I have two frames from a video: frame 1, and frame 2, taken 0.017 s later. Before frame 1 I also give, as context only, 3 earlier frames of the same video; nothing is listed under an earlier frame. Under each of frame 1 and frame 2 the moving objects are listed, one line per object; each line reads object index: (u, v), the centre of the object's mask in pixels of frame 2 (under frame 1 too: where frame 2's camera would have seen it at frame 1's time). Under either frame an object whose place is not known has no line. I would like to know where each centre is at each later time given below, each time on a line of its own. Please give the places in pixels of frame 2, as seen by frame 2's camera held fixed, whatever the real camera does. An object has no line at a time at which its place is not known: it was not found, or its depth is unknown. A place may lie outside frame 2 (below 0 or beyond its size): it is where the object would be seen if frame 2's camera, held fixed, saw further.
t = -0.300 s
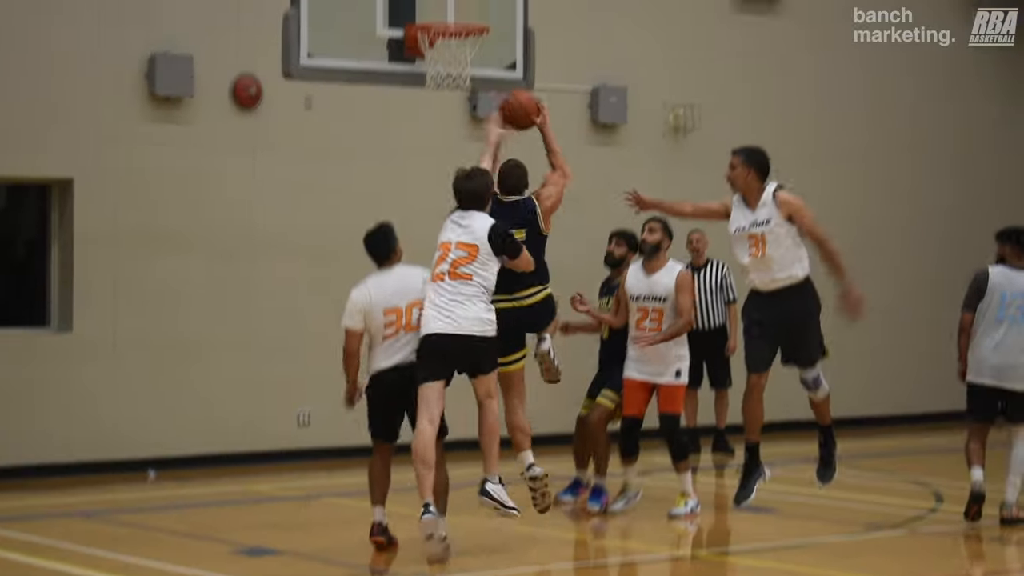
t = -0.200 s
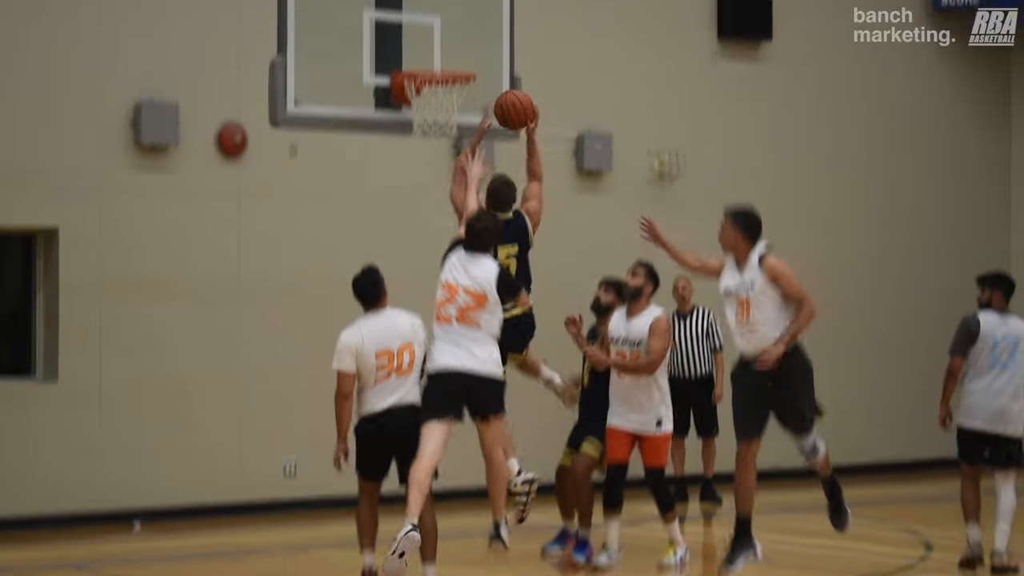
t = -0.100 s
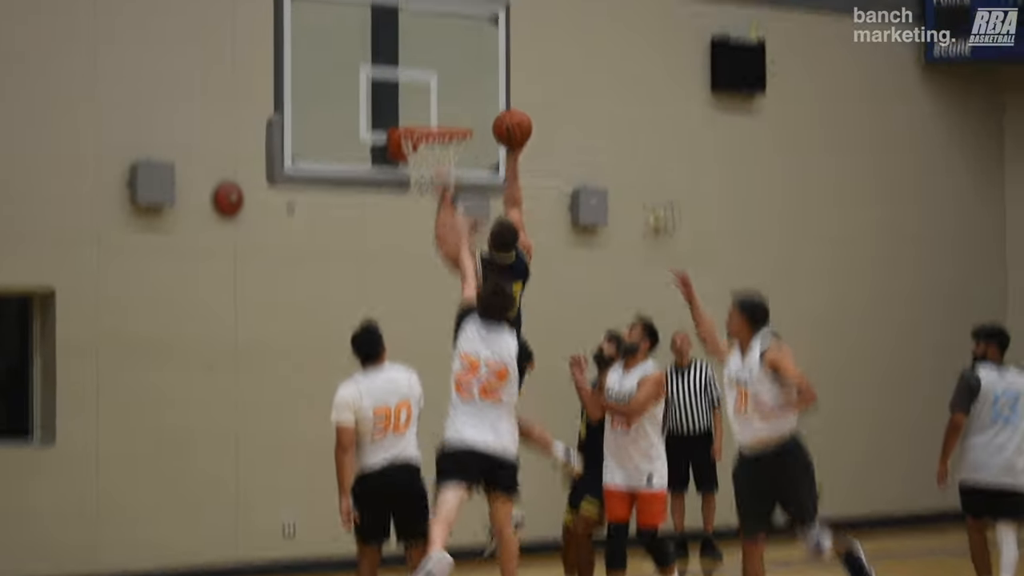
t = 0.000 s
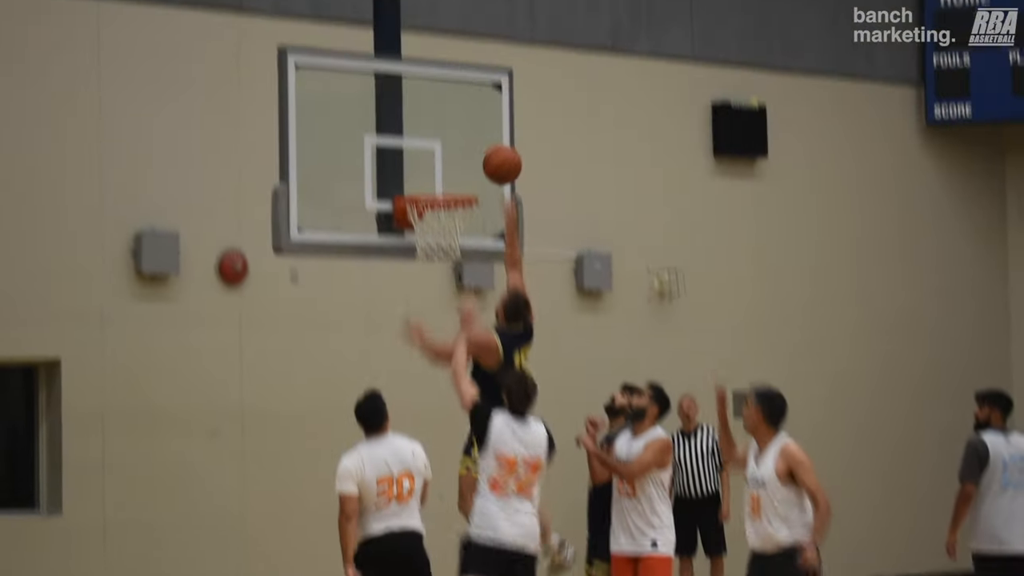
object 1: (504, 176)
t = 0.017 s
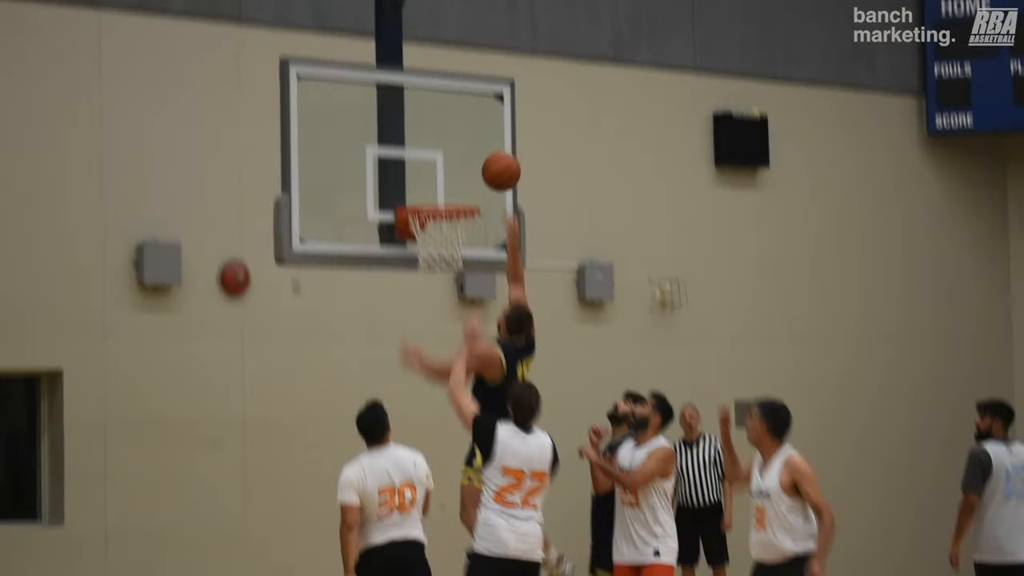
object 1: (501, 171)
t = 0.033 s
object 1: (498, 167)
